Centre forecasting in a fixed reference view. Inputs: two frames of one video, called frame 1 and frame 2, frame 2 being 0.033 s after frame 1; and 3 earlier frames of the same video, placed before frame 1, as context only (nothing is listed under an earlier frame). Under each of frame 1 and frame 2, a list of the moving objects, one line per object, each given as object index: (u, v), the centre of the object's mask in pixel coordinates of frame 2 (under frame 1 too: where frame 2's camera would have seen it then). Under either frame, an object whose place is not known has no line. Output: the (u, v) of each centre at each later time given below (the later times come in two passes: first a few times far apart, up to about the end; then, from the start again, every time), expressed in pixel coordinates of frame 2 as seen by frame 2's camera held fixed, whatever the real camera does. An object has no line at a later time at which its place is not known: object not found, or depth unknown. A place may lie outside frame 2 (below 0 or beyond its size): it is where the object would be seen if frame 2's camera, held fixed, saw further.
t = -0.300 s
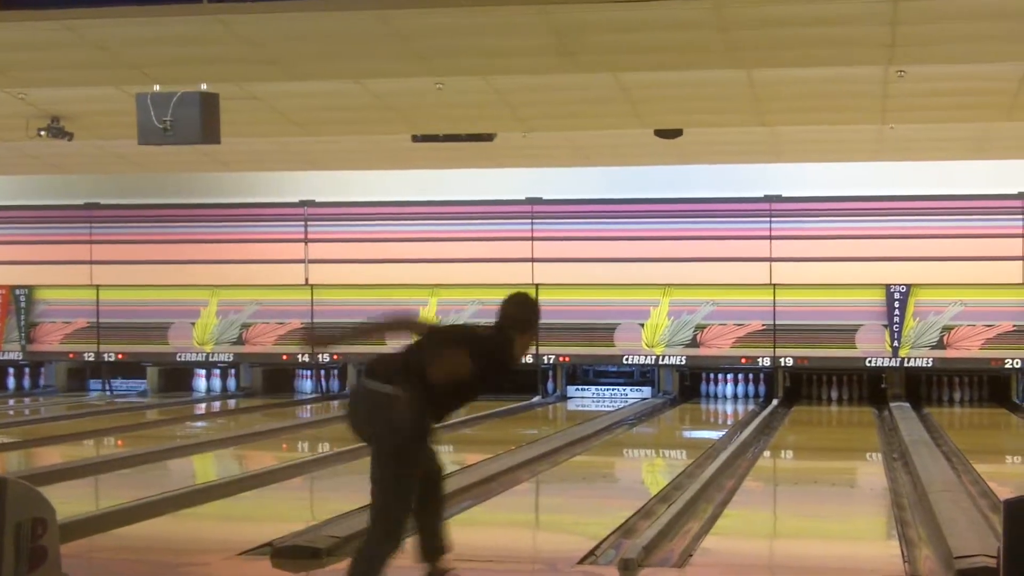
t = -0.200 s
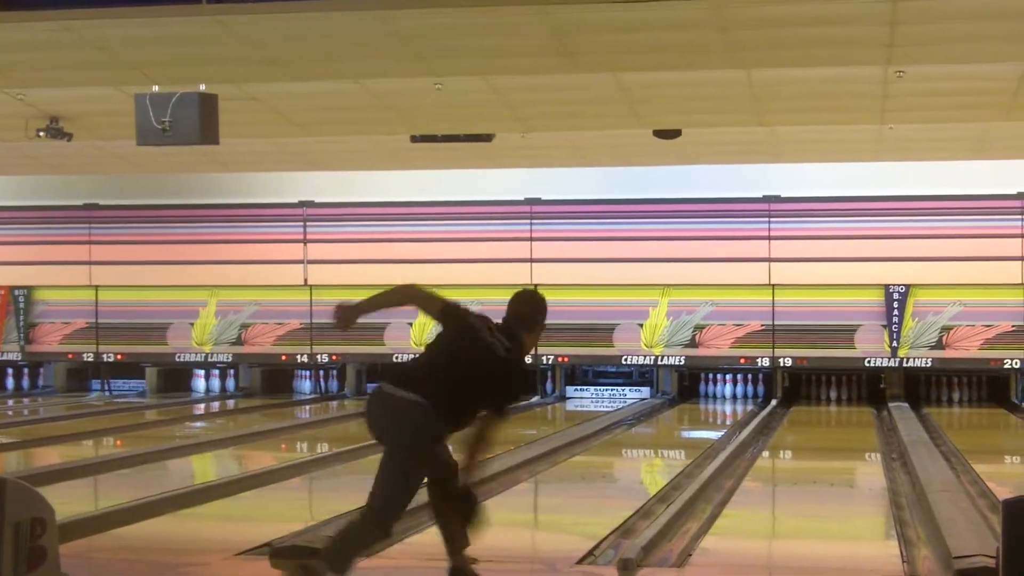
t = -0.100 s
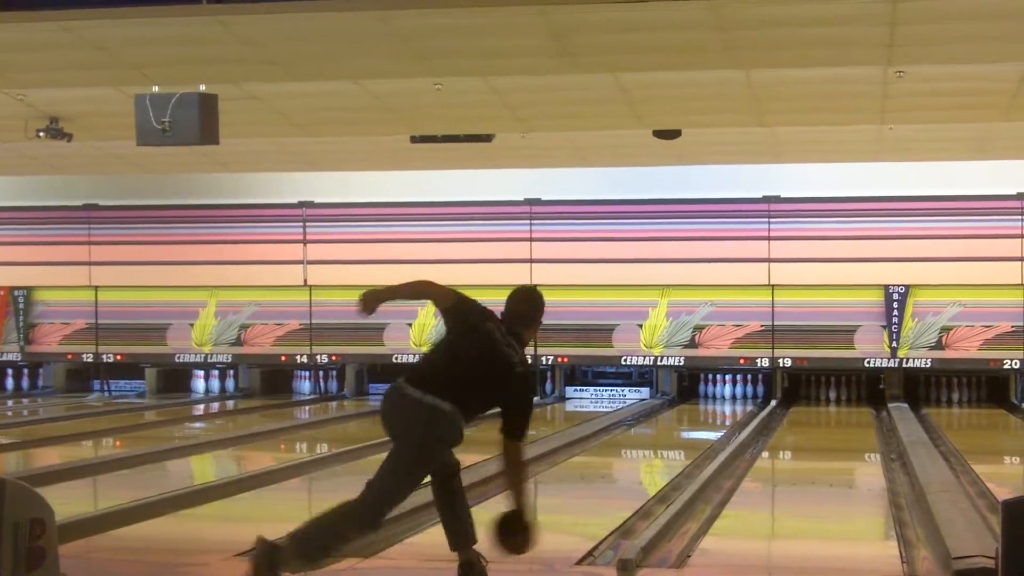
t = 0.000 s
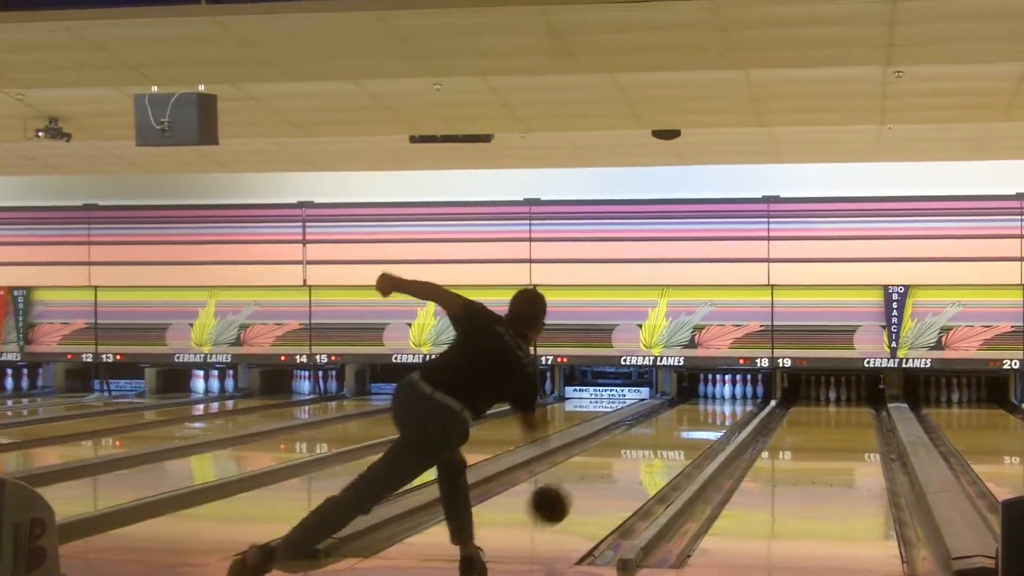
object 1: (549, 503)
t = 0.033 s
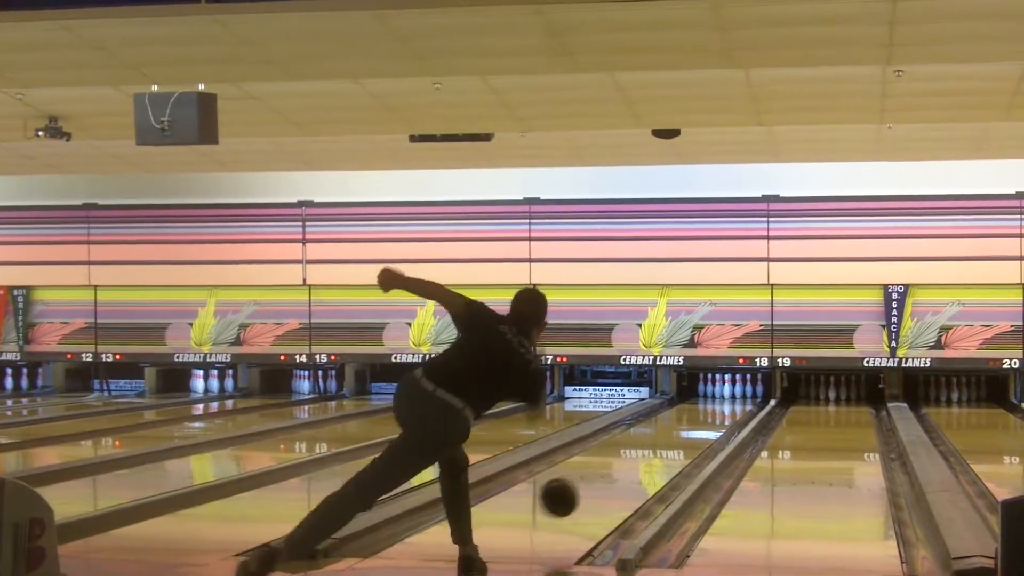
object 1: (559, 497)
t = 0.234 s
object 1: (609, 489)
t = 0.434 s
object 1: (643, 469)
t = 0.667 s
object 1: (672, 448)
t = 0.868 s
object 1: (691, 435)
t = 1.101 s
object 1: (708, 422)
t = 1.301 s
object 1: (718, 414)
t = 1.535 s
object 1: (725, 404)
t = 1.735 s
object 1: (728, 398)
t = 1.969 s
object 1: (728, 393)
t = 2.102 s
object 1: (729, 393)
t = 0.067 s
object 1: (568, 493)
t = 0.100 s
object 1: (577, 491)
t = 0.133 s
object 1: (585, 491)
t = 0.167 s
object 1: (593, 492)
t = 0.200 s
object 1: (601, 494)
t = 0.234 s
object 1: (609, 489)
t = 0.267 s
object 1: (615, 485)
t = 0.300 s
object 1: (621, 483)
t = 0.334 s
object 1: (627, 479)
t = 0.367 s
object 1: (633, 475)
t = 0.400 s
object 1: (638, 472)
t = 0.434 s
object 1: (643, 469)
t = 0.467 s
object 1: (647, 465)
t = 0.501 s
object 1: (652, 462)
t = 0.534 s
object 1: (656, 459)
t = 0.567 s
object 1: (661, 456)
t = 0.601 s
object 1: (664, 453)
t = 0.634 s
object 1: (668, 450)
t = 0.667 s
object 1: (672, 448)
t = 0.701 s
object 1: (676, 446)
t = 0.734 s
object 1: (679, 443)
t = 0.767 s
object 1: (682, 441)
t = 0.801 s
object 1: (685, 439)
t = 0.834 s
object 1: (688, 437)
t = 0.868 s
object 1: (691, 435)
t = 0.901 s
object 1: (693, 434)
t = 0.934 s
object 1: (696, 431)
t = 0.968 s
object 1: (698, 429)
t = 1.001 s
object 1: (701, 427)
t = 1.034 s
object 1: (703, 426)
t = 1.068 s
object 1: (705, 424)
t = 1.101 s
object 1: (708, 422)
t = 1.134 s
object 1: (709, 421)
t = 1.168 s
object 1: (711, 419)
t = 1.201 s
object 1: (713, 418)
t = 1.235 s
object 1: (714, 416)
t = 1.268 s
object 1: (716, 414)
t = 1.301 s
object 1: (718, 414)
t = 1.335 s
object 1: (719, 412)
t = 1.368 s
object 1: (721, 411)
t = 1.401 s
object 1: (722, 409)
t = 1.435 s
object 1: (723, 408)
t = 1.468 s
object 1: (723, 407)
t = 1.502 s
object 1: (724, 406)
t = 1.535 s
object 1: (725, 404)
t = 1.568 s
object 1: (726, 403)
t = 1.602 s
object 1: (726, 403)
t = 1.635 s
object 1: (727, 401)
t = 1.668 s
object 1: (727, 401)
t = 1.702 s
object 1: (728, 400)
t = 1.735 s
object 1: (728, 398)
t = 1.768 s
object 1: (728, 398)
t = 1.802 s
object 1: (728, 398)
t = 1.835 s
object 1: (729, 397)
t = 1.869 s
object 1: (729, 397)
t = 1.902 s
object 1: (729, 394)
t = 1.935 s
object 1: (728, 395)
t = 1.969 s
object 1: (728, 393)
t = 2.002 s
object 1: (728, 393)
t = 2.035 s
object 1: (728, 392)
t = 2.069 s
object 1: (728, 392)
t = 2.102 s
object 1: (729, 393)
